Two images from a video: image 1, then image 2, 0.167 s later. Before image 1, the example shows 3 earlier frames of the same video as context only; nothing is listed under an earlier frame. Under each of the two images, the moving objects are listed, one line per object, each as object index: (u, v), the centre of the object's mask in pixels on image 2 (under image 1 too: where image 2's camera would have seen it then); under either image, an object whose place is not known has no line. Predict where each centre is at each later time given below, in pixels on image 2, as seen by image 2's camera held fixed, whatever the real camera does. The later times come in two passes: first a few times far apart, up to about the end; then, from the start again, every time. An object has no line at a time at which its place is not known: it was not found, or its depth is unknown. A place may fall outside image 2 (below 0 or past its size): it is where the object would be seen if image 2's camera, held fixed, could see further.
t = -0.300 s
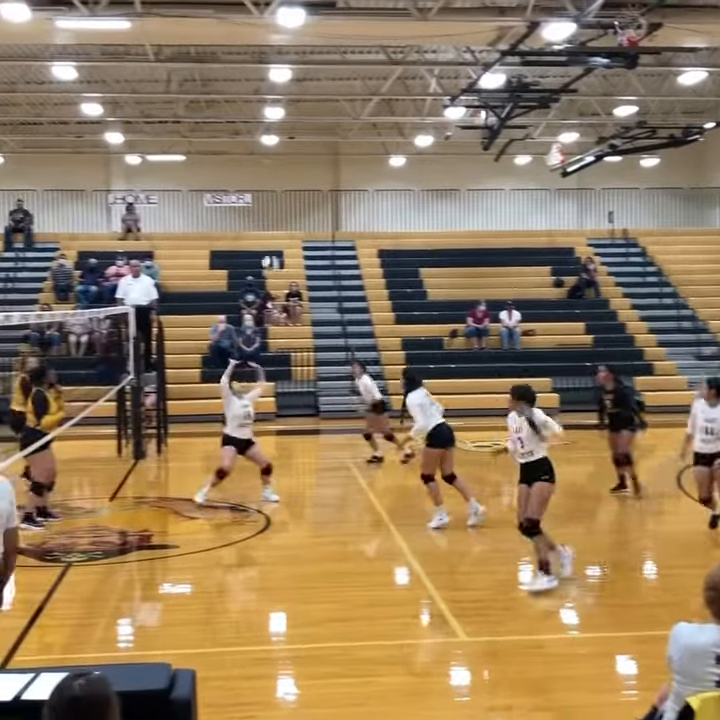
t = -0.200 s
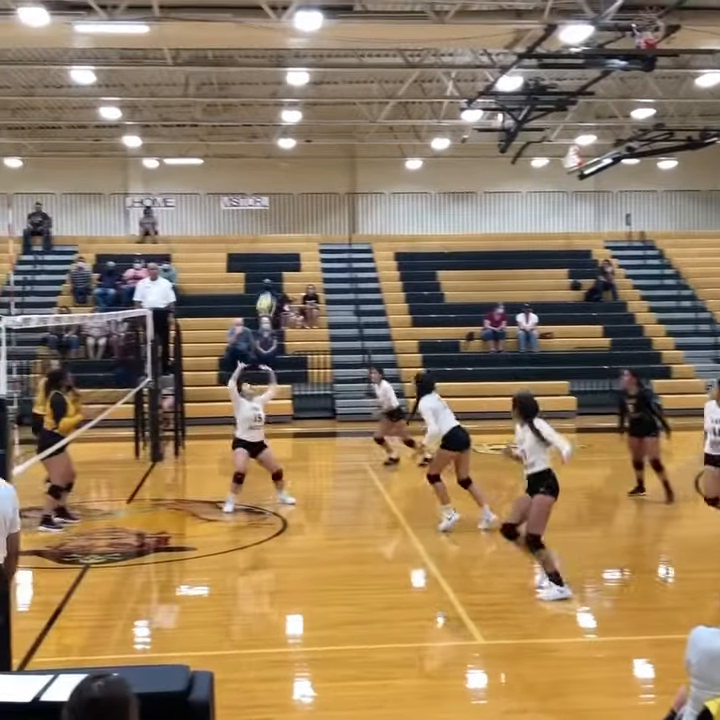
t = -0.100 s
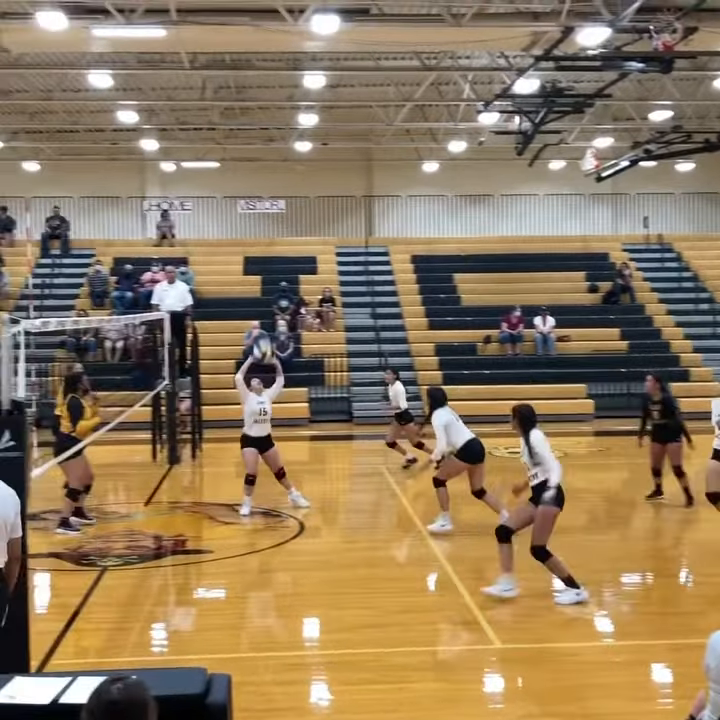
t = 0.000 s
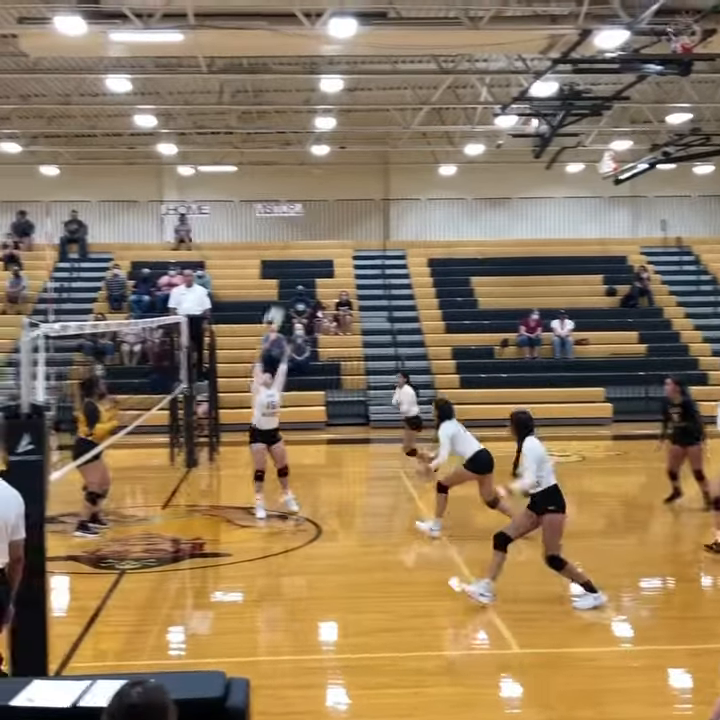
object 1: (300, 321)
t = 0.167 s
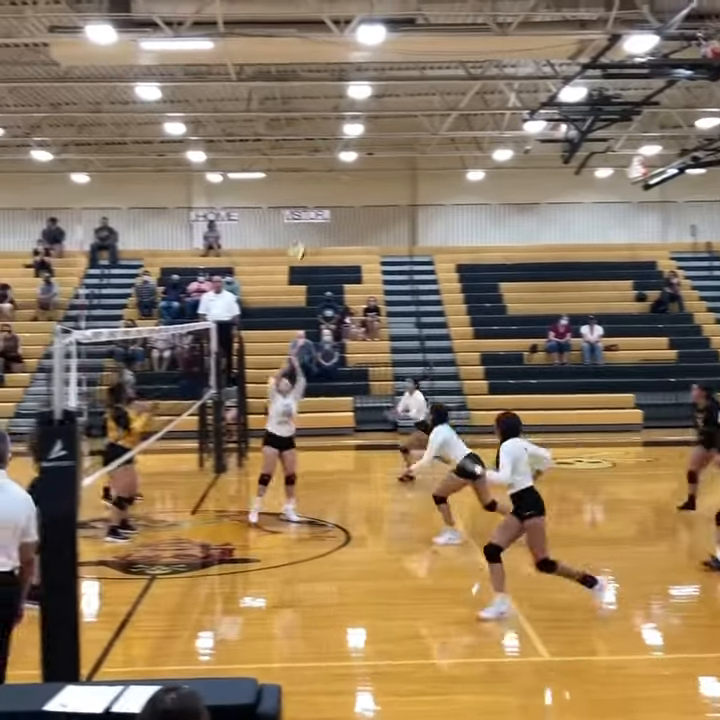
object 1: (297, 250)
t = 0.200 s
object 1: (295, 241)
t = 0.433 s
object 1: (295, 188)
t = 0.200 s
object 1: (295, 241)
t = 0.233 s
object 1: (296, 229)
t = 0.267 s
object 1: (296, 219)
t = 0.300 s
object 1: (296, 212)
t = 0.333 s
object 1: (296, 204)
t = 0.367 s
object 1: (296, 198)
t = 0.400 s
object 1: (295, 192)
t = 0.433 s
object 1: (295, 188)
